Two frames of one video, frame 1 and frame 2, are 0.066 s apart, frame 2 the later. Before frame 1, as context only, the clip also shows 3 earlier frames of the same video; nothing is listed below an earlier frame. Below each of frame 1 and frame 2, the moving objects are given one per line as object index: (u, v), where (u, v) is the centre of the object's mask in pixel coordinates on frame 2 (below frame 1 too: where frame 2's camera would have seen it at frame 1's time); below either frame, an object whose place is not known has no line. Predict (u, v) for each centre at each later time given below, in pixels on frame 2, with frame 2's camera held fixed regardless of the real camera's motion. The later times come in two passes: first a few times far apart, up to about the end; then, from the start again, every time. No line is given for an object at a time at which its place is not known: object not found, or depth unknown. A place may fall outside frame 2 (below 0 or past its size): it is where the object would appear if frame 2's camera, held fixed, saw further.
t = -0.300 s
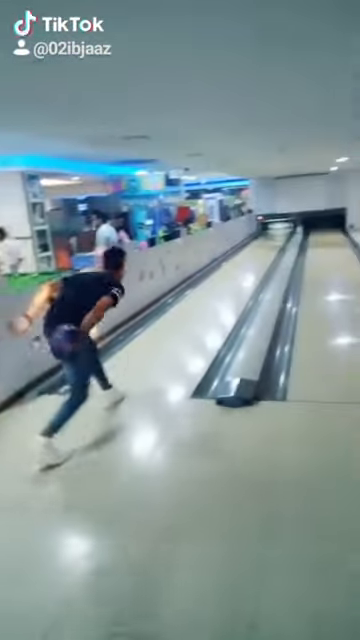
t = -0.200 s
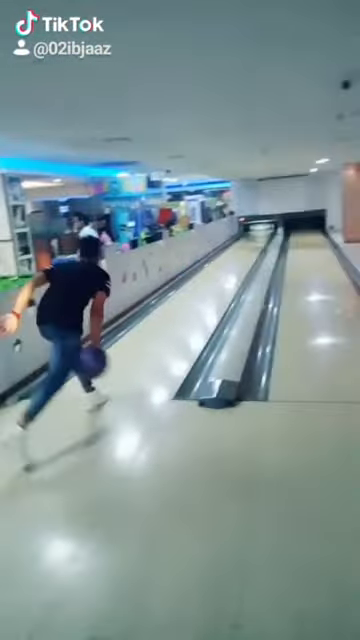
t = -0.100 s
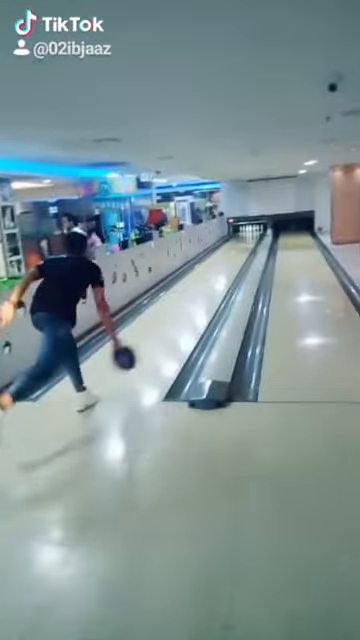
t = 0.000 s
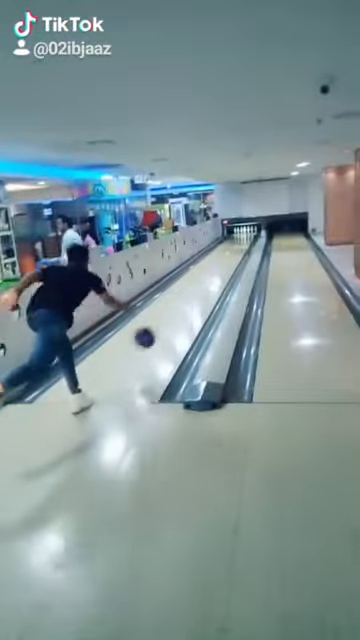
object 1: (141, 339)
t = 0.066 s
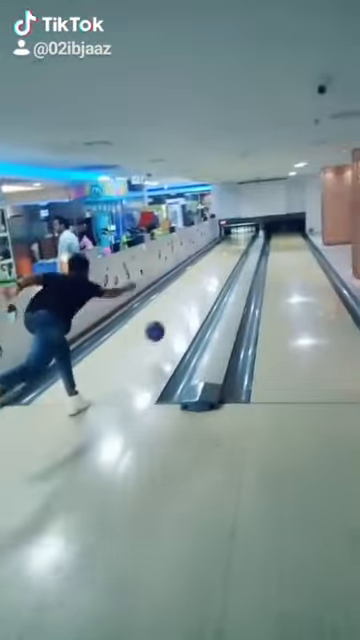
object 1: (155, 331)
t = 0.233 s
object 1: (178, 314)
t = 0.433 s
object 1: (195, 293)
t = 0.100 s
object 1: (160, 329)
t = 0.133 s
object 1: (166, 328)
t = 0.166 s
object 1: (170, 324)
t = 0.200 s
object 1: (174, 319)
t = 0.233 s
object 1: (178, 314)
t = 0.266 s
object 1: (181, 310)
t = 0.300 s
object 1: (184, 306)
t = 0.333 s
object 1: (187, 303)
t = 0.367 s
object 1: (190, 299)
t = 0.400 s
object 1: (192, 296)
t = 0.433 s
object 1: (195, 293)
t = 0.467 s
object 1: (197, 289)
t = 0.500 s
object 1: (197, 289)
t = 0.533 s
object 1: (197, 289)
